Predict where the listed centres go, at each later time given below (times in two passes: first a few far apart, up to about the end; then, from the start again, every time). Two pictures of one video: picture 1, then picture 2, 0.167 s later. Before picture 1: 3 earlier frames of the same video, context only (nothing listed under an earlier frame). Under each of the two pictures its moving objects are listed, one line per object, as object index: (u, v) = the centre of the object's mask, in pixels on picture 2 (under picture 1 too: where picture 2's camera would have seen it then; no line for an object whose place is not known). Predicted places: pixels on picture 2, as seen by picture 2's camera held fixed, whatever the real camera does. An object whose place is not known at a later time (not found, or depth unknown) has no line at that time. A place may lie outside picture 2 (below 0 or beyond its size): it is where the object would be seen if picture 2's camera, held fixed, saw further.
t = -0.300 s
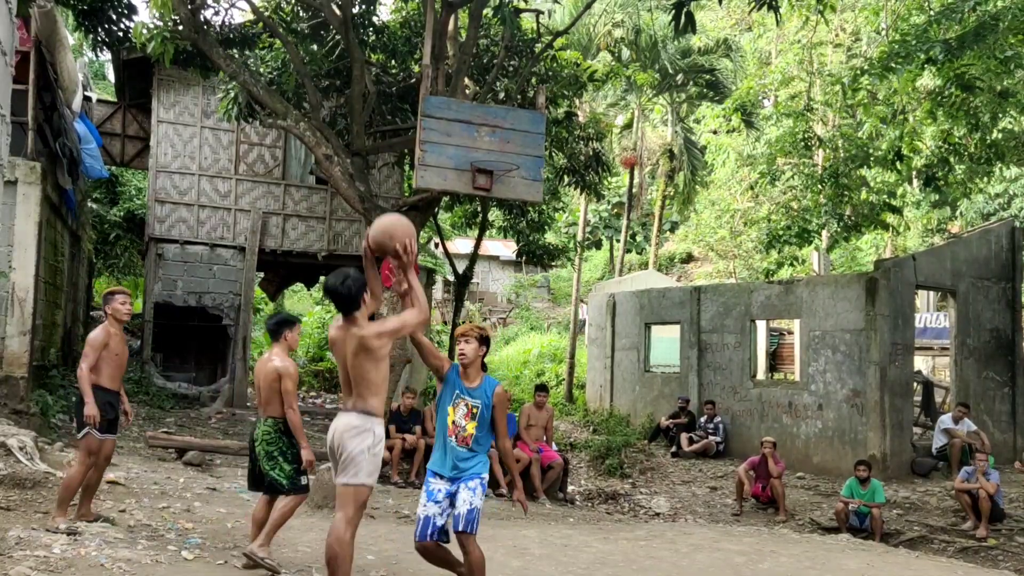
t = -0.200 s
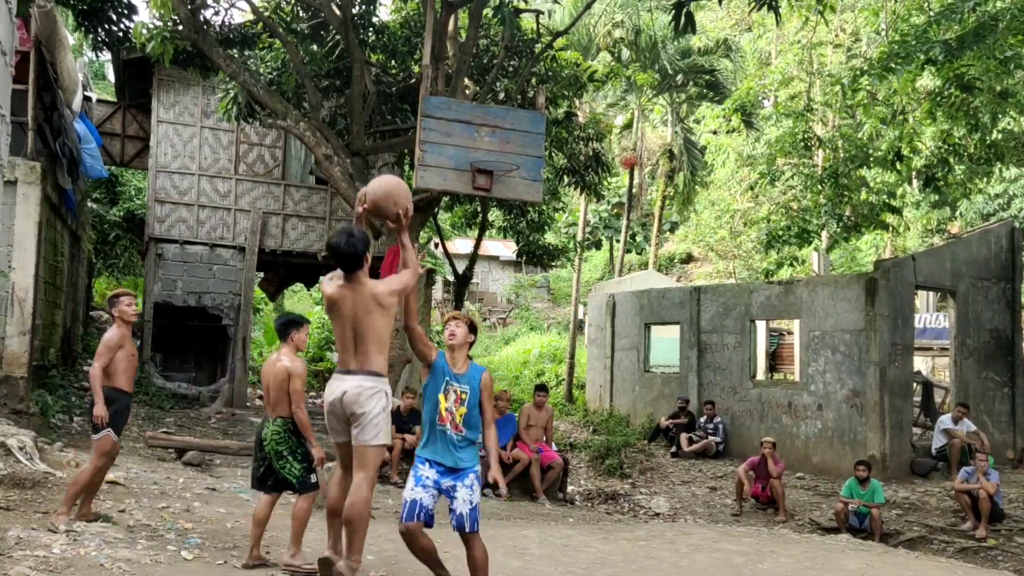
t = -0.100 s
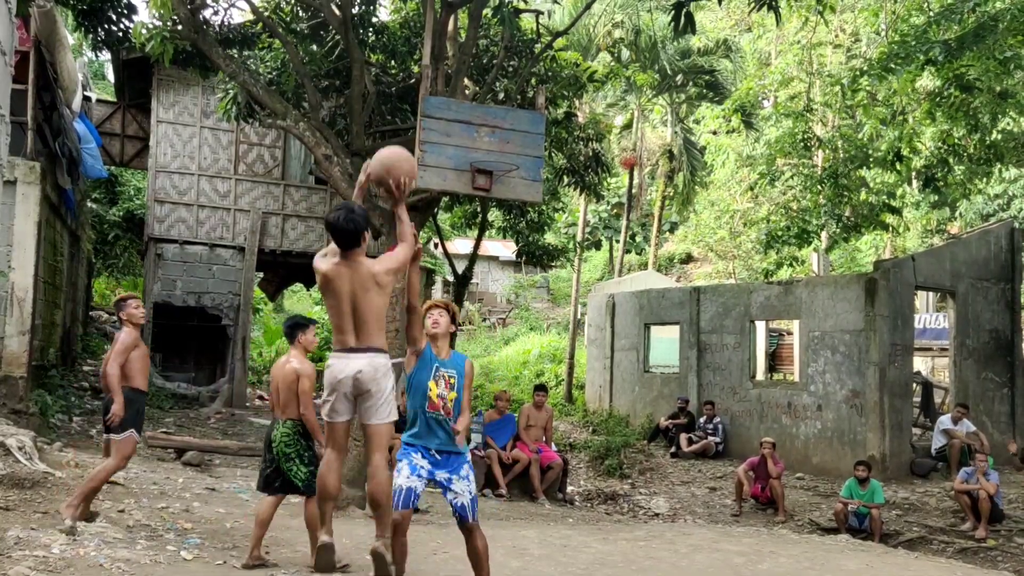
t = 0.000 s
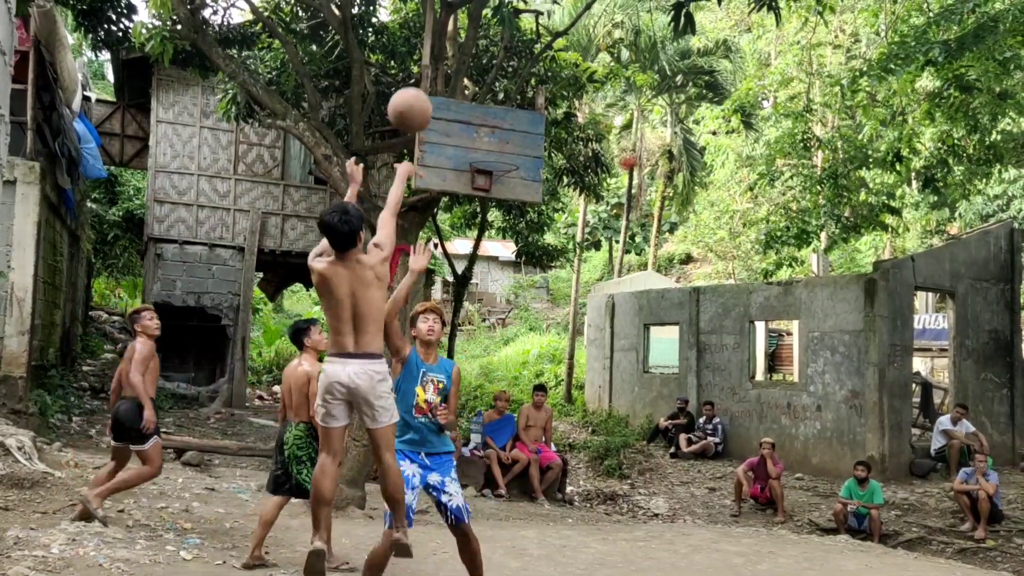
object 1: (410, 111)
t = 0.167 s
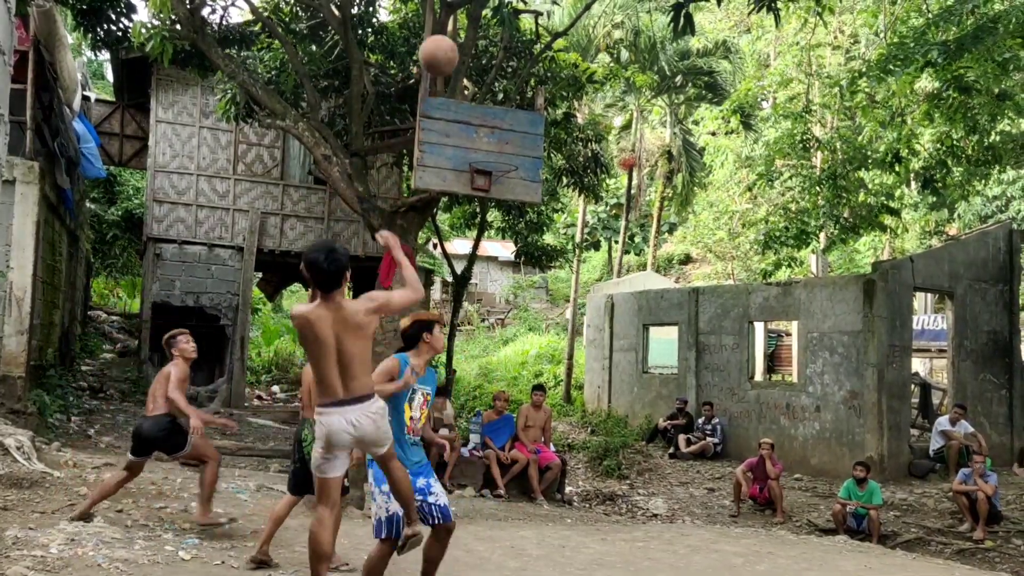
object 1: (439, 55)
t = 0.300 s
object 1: (456, 49)
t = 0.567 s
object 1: (482, 103)
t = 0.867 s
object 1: (501, 185)
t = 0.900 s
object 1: (503, 195)
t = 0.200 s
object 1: (443, 51)
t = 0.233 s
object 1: (447, 49)
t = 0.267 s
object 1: (452, 48)
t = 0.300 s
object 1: (456, 49)
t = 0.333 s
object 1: (460, 50)
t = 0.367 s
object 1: (464, 53)
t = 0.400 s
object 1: (467, 59)
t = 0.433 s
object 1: (471, 65)
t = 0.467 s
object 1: (474, 73)
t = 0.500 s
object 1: (477, 82)
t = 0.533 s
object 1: (480, 92)
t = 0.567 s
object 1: (482, 103)
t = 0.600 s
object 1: (486, 116)
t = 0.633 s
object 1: (488, 129)
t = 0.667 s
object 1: (490, 143)
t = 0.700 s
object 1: (492, 156)
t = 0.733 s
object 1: (494, 160)
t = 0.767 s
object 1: (495, 164)
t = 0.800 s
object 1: (497, 169)
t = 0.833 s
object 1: (499, 176)
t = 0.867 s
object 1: (501, 185)
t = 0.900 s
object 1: (503, 195)
